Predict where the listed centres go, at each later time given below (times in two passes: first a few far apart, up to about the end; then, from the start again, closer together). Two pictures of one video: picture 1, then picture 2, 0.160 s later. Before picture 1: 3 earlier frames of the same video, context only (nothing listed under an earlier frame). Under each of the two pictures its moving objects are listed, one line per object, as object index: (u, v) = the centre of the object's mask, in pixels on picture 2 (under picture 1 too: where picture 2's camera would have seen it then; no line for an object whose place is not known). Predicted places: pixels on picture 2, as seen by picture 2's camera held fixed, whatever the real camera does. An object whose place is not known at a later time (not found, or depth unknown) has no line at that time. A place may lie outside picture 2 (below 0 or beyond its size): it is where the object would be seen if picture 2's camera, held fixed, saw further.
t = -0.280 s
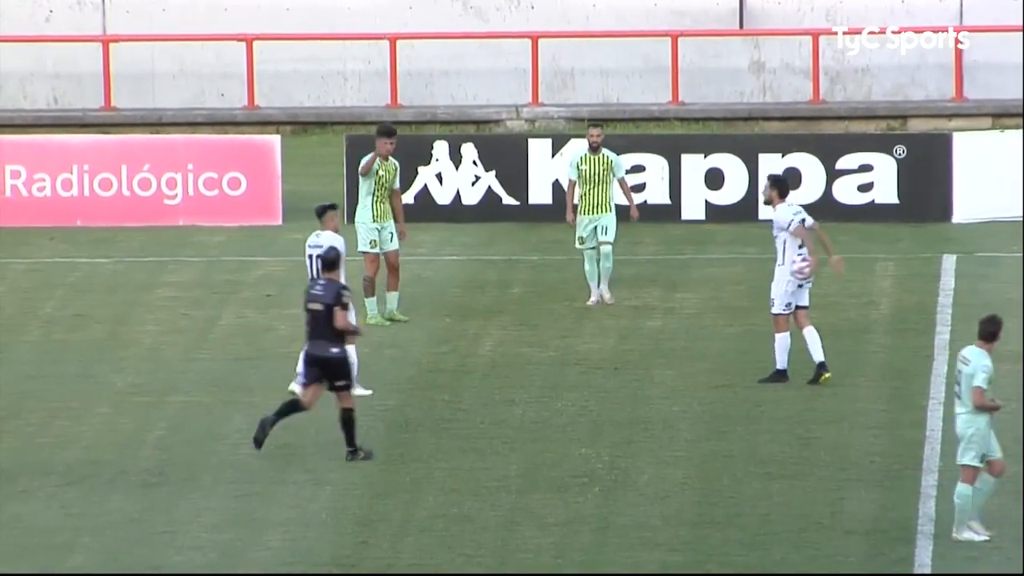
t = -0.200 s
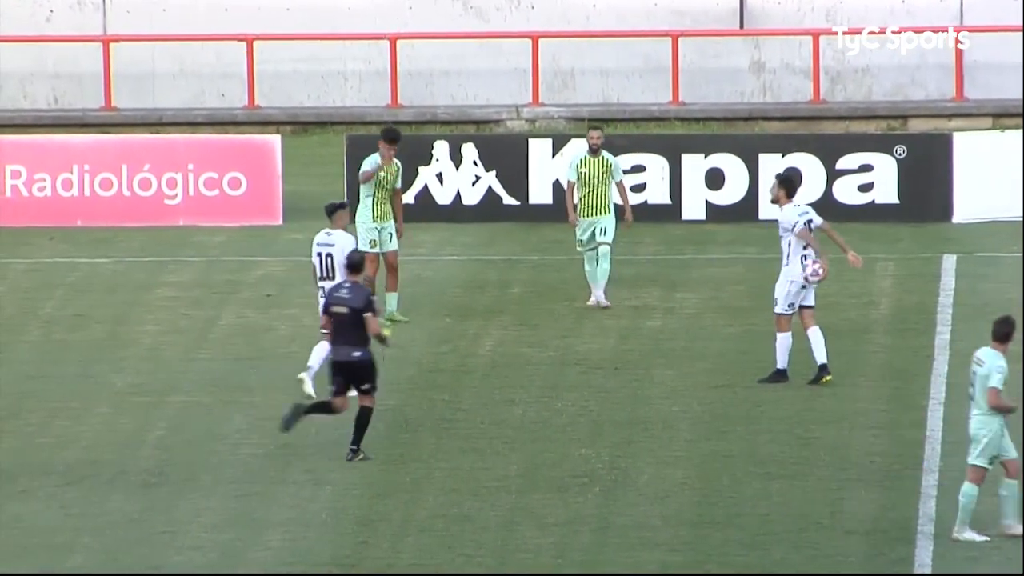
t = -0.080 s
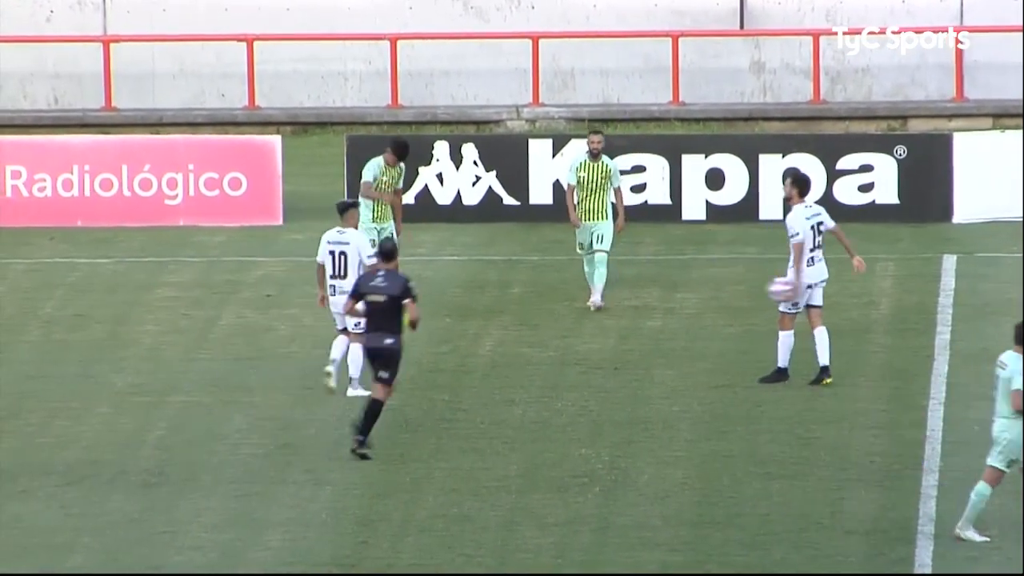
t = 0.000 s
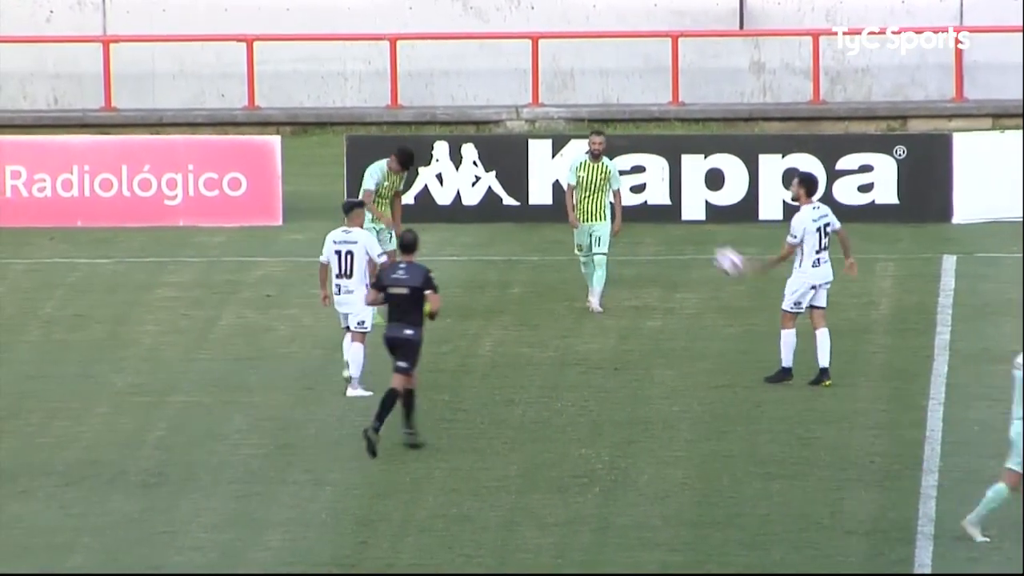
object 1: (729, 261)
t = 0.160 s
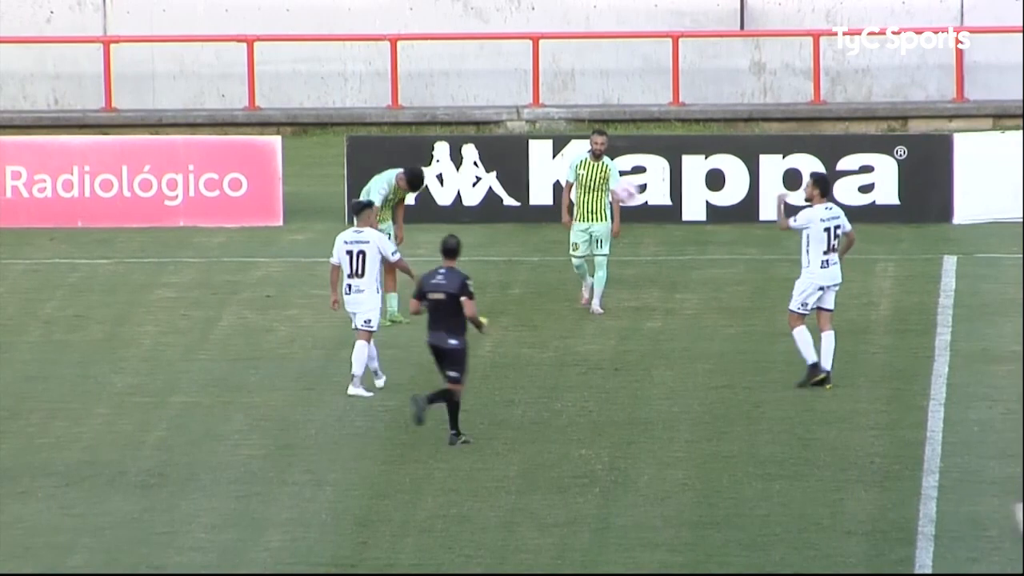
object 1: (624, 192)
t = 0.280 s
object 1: (548, 159)
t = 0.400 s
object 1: (474, 141)
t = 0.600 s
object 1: (350, 149)
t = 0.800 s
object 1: (231, 200)
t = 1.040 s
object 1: (91, 310)
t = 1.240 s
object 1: (7, 251)
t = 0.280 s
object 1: (548, 159)
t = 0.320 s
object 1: (519, 151)
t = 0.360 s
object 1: (498, 145)
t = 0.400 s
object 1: (474, 141)
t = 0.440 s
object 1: (448, 139)
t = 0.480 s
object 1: (421, 139)
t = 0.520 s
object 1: (398, 141)
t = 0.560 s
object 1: (374, 144)
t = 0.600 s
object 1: (350, 149)
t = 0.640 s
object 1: (326, 156)
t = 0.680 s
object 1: (302, 164)
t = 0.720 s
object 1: (279, 174)
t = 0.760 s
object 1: (255, 185)
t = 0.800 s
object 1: (231, 200)
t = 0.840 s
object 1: (206, 213)
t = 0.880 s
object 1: (184, 230)
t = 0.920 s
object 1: (160, 247)
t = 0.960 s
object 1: (136, 267)
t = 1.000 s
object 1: (114, 288)
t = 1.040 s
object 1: (91, 310)
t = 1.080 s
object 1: (71, 310)
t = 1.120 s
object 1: (55, 293)
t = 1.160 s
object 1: (39, 277)
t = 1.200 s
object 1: (20, 262)
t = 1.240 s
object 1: (7, 251)
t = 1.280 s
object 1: (-1, 240)
